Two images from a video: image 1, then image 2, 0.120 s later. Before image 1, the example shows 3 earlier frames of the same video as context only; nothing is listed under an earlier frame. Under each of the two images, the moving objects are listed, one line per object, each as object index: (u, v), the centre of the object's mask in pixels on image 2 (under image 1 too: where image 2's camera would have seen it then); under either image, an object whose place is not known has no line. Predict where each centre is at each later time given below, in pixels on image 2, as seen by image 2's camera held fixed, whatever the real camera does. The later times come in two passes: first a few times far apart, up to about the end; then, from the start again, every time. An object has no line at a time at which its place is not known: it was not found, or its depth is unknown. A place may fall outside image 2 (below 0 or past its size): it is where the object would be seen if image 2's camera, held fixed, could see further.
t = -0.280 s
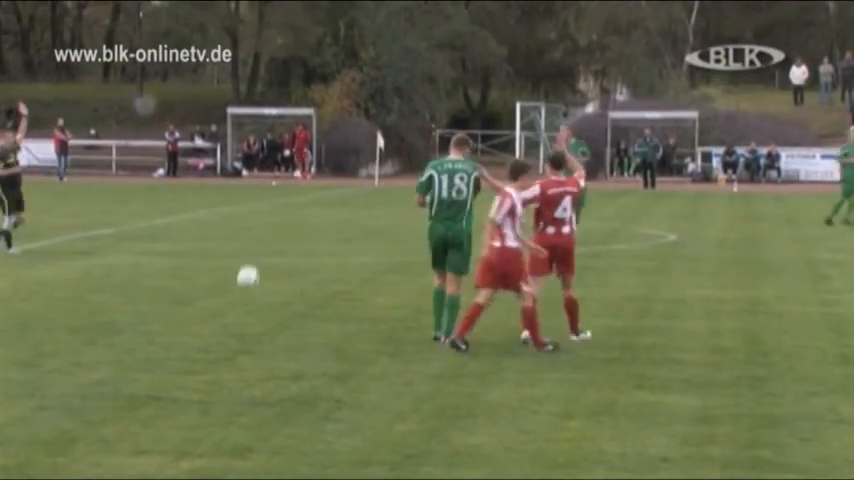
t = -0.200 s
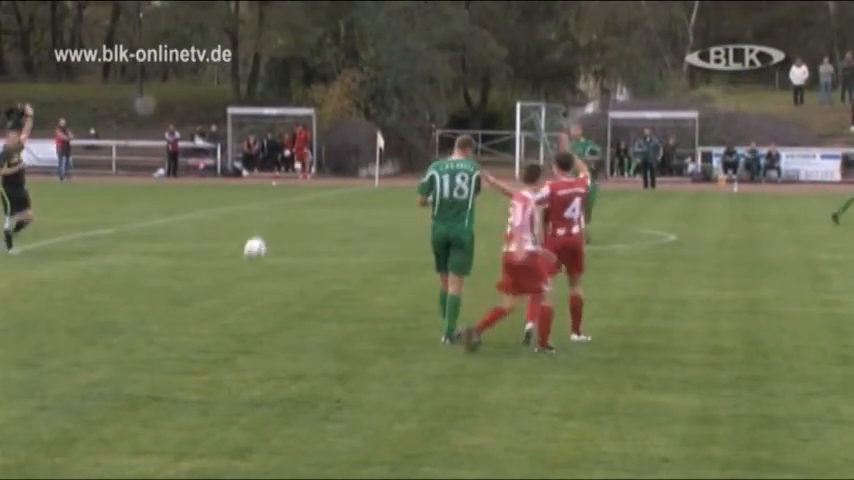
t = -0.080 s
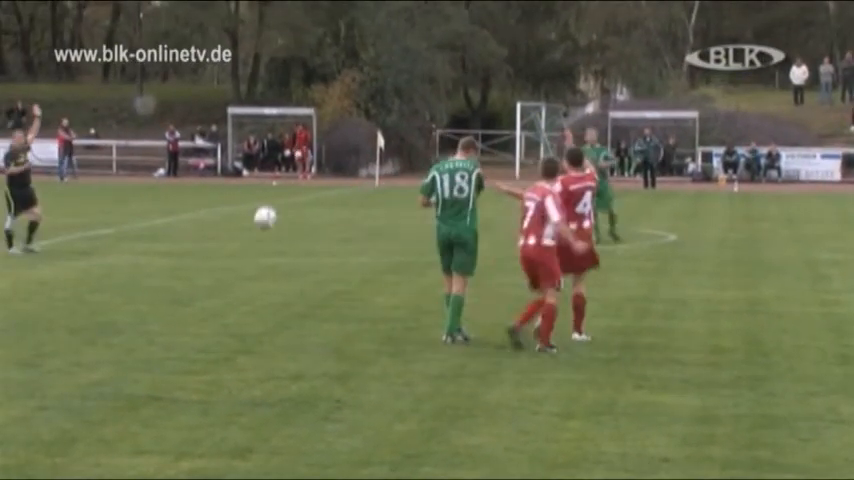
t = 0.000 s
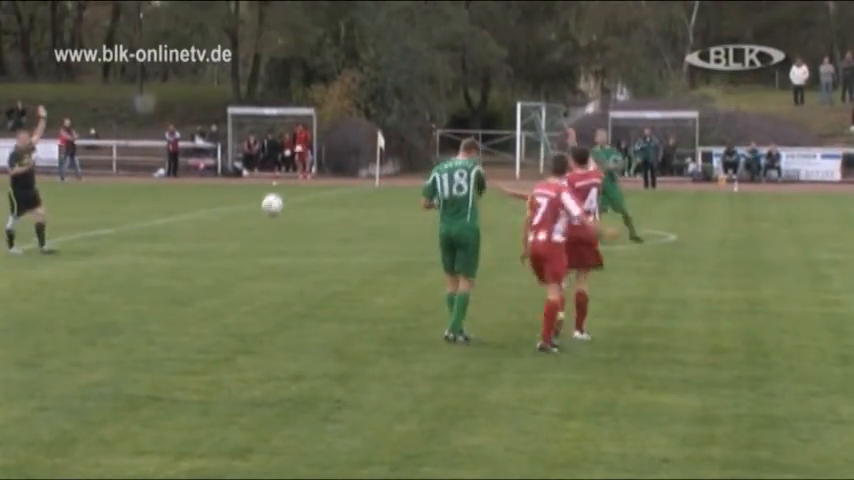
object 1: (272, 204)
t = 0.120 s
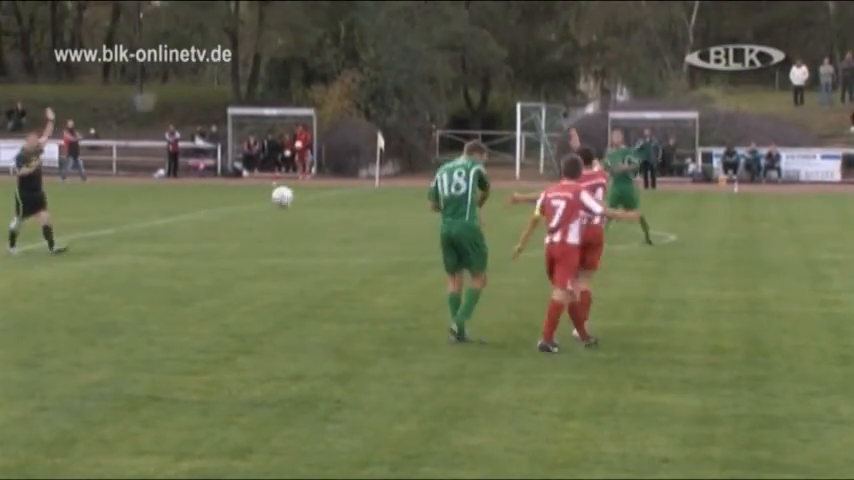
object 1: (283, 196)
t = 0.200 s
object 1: (289, 199)
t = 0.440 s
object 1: (310, 239)
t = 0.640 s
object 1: (326, 287)
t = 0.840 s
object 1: (341, 264)
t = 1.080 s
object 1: (358, 283)
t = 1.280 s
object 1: (371, 286)
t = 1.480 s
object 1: (383, 291)
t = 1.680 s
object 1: (393, 292)
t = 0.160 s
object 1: (286, 197)
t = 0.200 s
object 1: (289, 199)
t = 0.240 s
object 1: (292, 201)
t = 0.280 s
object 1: (296, 205)
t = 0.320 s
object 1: (299, 212)
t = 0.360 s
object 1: (303, 219)
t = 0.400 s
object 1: (306, 228)
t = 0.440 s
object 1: (310, 239)
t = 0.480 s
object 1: (313, 252)
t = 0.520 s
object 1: (316, 265)
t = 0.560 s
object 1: (319, 279)
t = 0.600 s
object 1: (323, 294)
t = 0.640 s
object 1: (326, 287)
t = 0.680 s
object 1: (328, 280)
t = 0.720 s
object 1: (332, 272)
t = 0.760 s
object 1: (335, 268)
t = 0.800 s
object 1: (338, 265)
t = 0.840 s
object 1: (341, 264)
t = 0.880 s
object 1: (344, 263)
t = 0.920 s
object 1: (346, 265)
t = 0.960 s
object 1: (349, 267)
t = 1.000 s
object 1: (352, 271)
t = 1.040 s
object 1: (355, 276)
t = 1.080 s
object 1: (358, 283)
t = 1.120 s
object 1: (360, 292)
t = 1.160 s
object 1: (363, 291)
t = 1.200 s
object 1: (366, 288)
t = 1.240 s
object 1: (368, 286)
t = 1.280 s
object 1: (371, 286)
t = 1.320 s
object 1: (373, 287)
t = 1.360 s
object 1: (376, 291)
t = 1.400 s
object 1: (379, 292)
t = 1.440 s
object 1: (381, 291)
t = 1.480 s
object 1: (383, 291)
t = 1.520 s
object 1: (385, 292)
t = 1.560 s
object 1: (387, 292)
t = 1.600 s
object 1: (389, 293)
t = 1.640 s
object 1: (391, 292)
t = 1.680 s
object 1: (393, 292)
